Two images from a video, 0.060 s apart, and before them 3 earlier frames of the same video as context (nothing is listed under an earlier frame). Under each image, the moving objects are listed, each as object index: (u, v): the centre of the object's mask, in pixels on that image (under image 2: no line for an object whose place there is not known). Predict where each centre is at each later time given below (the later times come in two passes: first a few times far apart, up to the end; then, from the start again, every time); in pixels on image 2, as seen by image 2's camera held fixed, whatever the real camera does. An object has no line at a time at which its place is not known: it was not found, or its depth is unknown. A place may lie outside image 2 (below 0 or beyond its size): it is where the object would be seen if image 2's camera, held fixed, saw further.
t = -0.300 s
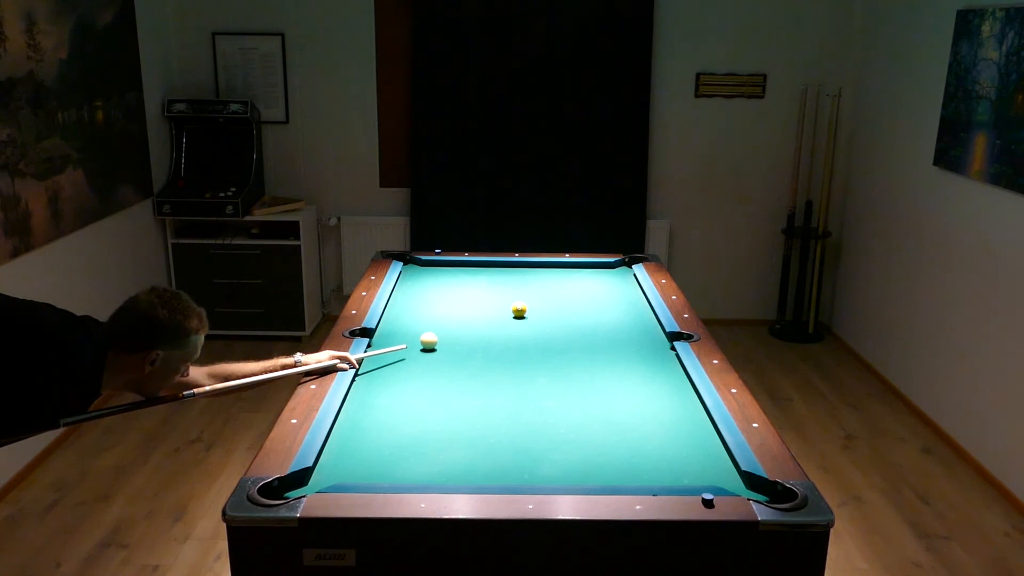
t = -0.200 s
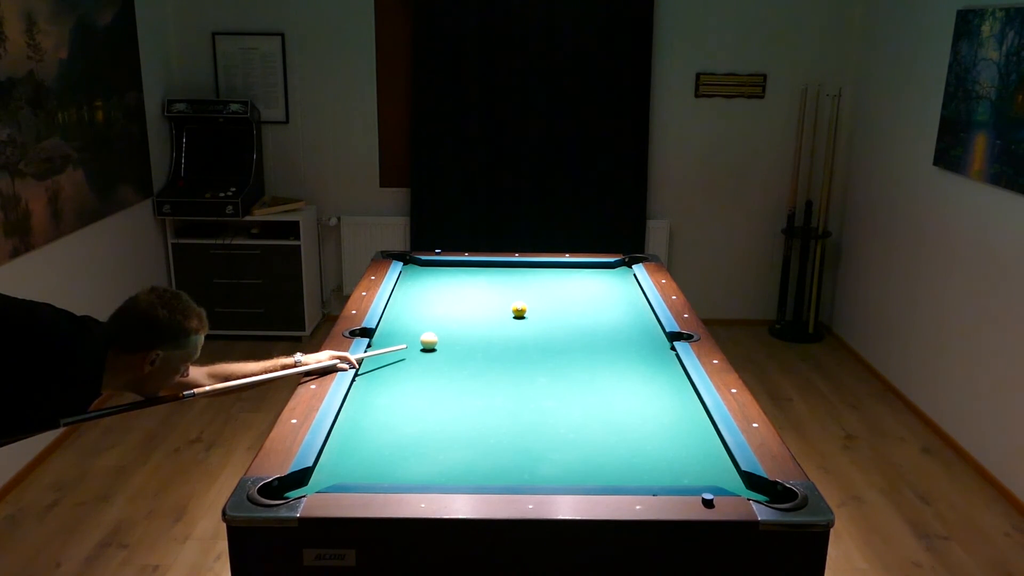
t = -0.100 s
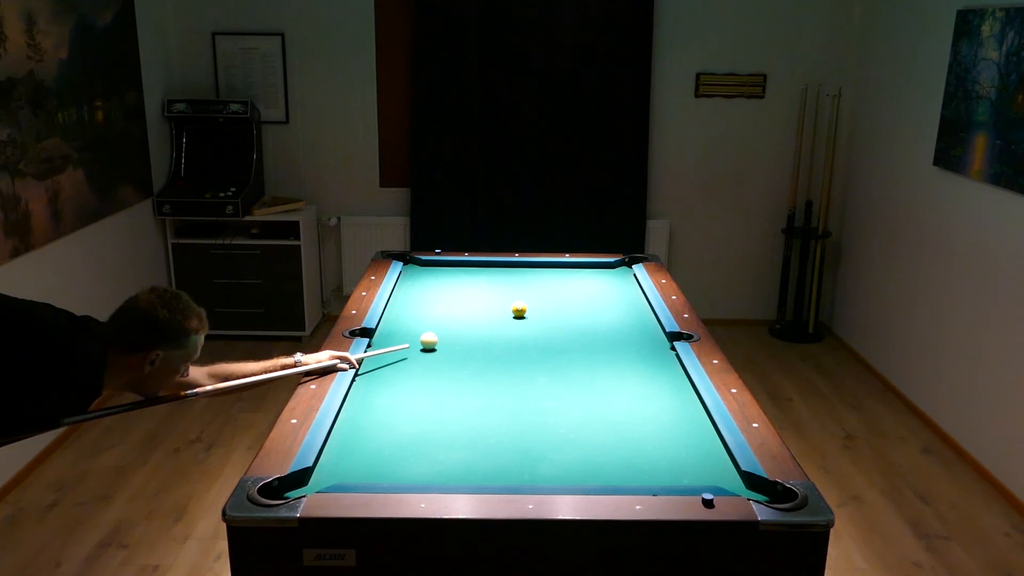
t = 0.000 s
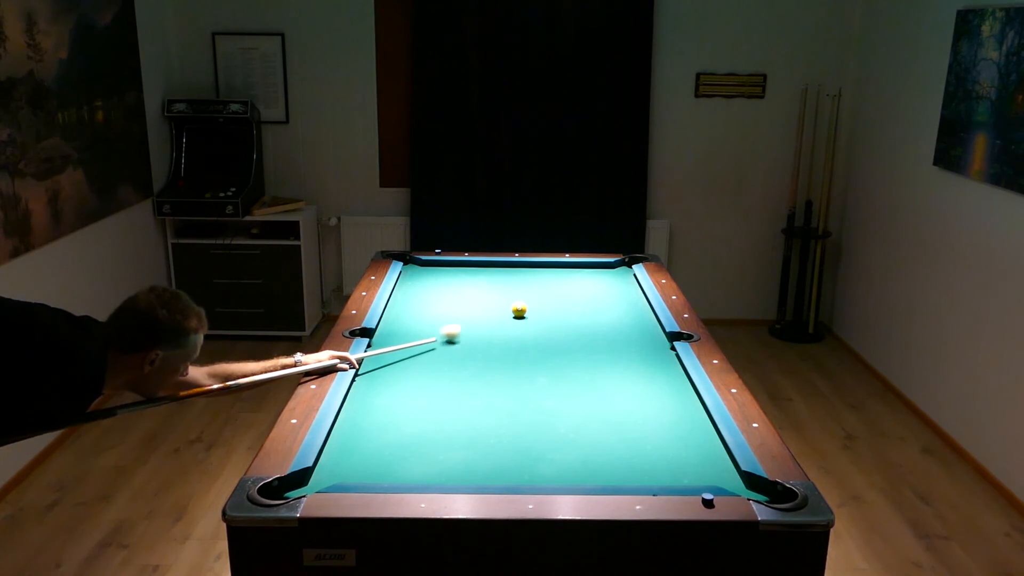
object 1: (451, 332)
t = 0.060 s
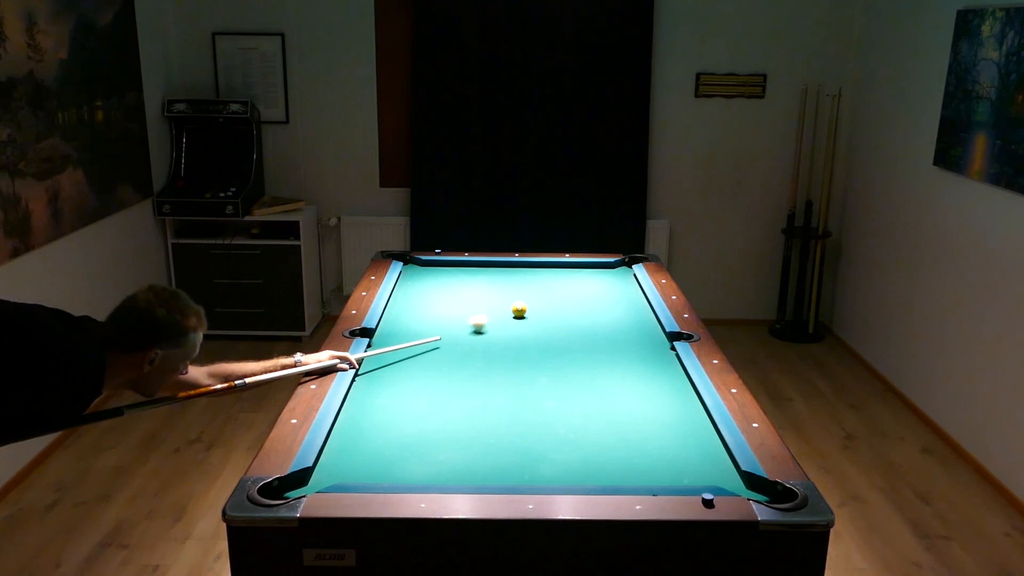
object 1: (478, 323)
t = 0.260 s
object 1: (516, 312)
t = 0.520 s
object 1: (533, 310)
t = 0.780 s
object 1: (549, 308)
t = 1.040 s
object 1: (564, 305)
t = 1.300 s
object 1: (577, 304)
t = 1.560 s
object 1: (588, 302)
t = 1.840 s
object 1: (598, 300)
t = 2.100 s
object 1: (606, 299)
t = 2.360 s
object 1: (612, 298)
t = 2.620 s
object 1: (617, 297)
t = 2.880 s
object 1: (621, 296)
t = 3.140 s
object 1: (623, 296)
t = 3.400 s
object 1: (624, 296)
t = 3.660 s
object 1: (624, 296)
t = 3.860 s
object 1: (624, 296)
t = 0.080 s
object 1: (486, 319)
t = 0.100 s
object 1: (494, 317)
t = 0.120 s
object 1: (503, 315)
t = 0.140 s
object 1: (509, 313)
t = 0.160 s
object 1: (510, 312)
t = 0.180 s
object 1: (511, 313)
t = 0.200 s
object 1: (512, 313)
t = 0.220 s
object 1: (513, 313)
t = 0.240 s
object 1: (514, 313)
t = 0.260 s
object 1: (516, 312)
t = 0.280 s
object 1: (517, 312)
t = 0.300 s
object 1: (519, 312)
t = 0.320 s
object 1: (520, 312)
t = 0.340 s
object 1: (521, 311)
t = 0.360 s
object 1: (523, 311)
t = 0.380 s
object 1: (524, 311)
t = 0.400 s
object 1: (525, 311)
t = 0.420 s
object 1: (527, 311)
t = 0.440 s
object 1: (528, 310)
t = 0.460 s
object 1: (529, 310)
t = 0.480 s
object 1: (531, 310)
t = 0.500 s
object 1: (532, 310)
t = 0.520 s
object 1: (533, 310)
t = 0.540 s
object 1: (535, 310)
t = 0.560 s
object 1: (536, 310)
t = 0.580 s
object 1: (537, 309)
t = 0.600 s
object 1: (538, 309)
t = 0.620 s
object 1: (540, 309)
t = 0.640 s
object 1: (541, 309)
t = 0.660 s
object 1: (542, 309)
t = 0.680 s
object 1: (544, 308)
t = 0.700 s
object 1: (545, 308)
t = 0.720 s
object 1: (546, 308)
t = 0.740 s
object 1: (547, 308)
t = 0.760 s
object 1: (548, 308)
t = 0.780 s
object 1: (549, 308)
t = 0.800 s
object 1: (551, 307)
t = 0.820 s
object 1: (552, 307)
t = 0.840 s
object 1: (553, 307)
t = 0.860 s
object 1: (554, 307)
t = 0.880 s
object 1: (555, 307)
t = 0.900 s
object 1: (556, 306)
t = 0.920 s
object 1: (557, 306)
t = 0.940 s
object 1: (558, 306)
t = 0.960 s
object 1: (560, 306)
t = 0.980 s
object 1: (561, 306)
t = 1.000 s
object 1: (562, 306)
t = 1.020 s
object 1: (563, 306)
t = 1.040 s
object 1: (564, 305)
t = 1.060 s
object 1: (565, 305)
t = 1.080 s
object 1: (566, 305)
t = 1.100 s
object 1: (567, 305)
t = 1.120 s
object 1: (568, 305)
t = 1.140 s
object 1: (569, 305)
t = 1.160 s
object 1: (570, 305)
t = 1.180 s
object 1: (571, 304)
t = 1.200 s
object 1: (572, 304)
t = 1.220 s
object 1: (573, 304)
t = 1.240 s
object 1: (574, 304)
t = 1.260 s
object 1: (575, 304)
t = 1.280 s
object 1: (576, 304)
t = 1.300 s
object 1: (577, 304)
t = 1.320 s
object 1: (578, 303)
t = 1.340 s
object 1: (578, 303)
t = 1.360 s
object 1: (579, 303)
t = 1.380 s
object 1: (580, 303)
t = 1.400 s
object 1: (581, 303)
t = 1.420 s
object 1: (582, 303)
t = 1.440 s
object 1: (583, 303)
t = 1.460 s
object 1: (584, 302)
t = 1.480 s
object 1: (585, 302)
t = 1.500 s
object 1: (585, 302)
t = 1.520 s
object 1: (586, 302)
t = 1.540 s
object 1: (587, 302)
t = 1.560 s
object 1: (588, 302)
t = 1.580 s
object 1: (589, 302)
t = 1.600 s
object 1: (589, 302)
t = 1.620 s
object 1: (590, 301)
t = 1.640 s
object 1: (591, 301)
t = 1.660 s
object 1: (592, 301)
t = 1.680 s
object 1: (592, 301)
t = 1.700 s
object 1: (593, 301)
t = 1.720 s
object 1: (594, 301)
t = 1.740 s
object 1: (594, 301)
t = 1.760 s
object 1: (595, 301)
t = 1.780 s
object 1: (596, 301)
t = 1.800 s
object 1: (597, 301)
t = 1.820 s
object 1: (597, 300)
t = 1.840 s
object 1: (598, 300)
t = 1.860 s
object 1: (599, 300)
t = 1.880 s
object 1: (599, 300)
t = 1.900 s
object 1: (600, 300)
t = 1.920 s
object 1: (601, 300)
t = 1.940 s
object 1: (601, 300)
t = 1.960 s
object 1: (602, 300)
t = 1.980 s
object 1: (603, 300)
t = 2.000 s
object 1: (603, 300)
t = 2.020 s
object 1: (604, 300)
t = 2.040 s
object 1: (604, 299)
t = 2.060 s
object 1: (605, 299)
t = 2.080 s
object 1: (605, 299)
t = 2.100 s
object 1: (606, 299)
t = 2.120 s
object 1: (607, 299)
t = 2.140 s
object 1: (607, 299)
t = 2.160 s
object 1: (608, 299)
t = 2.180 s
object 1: (608, 299)
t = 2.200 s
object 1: (609, 299)
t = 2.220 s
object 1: (609, 299)
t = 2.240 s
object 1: (610, 298)
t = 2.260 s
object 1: (610, 298)
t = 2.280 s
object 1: (611, 298)
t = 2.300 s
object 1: (611, 298)
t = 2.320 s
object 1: (612, 298)
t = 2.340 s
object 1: (612, 298)
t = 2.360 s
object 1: (612, 298)
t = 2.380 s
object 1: (613, 298)
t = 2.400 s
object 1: (613, 298)
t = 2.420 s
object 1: (614, 298)
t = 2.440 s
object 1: (614, 298)
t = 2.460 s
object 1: (614, 298)
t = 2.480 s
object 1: (615, 297)
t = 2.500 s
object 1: (615, 297)
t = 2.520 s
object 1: (615, 297)
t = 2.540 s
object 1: (616, 297)
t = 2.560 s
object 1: (616, 297)
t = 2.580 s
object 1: (616, 297)
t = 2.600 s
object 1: (617, 297)
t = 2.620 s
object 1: (617, 297)
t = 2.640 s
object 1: (617, 297)
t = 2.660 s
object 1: (618, 297)
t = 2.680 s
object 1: (618, 297)
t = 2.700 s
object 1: (618, 297)
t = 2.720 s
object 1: (619, 297)
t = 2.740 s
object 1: (619, 297)
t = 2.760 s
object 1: (619, 297)
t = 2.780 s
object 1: (619, 297)
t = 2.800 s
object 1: (620, 296)
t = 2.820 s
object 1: (620, 296)
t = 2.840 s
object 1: (620, 296)
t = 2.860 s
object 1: (621, 296)
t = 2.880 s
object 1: (621, 296)
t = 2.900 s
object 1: (621, 296)
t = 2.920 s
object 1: (621, 296)
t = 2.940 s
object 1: (621, 296)
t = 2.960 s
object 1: (621, 296)
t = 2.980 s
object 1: (622, 296)
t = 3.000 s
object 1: (622, 296)
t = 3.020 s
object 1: (622, 296)
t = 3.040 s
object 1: (622, 296)
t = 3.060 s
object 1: (622, 296)
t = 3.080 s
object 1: (623, 296)
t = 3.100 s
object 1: (623, 296)
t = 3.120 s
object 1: (623, 296)
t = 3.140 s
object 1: (623, 296)
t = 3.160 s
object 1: (623, 296)
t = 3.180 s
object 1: (623, 296)
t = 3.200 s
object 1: (623, 296)
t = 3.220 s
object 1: (624, 296)
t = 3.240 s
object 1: (624, 296)
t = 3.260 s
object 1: (624, 296)
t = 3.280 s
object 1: (624, 296)
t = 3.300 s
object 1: (624, 296)
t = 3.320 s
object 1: (624, 296)
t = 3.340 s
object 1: (624, 296)
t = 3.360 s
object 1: (624, 296)
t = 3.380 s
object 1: (624, 295)
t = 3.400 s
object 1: (624, 296)
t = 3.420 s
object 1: (624, 296)
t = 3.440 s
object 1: (624, 296)
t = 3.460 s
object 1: (624, 296)
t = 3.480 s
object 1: (624, 296)
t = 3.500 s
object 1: (624, 296)
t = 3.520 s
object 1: (624, 296)
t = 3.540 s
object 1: (624, 296)
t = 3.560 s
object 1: (624, 296)
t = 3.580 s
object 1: (624, 296)
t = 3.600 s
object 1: (624, 296)
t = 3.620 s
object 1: (624, 296)
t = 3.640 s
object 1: (624, 296)
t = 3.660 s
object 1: (624, 296)
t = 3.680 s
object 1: (624, 296)
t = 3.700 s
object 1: (624, 296)
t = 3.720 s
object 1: (624, 296)
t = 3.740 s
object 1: (624, 296)
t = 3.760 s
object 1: (624, 296)
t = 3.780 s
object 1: (624, 296)
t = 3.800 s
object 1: (624, 296)
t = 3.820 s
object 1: (624, 296)
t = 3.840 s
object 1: (624, 296)
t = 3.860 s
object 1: (624, 296)
